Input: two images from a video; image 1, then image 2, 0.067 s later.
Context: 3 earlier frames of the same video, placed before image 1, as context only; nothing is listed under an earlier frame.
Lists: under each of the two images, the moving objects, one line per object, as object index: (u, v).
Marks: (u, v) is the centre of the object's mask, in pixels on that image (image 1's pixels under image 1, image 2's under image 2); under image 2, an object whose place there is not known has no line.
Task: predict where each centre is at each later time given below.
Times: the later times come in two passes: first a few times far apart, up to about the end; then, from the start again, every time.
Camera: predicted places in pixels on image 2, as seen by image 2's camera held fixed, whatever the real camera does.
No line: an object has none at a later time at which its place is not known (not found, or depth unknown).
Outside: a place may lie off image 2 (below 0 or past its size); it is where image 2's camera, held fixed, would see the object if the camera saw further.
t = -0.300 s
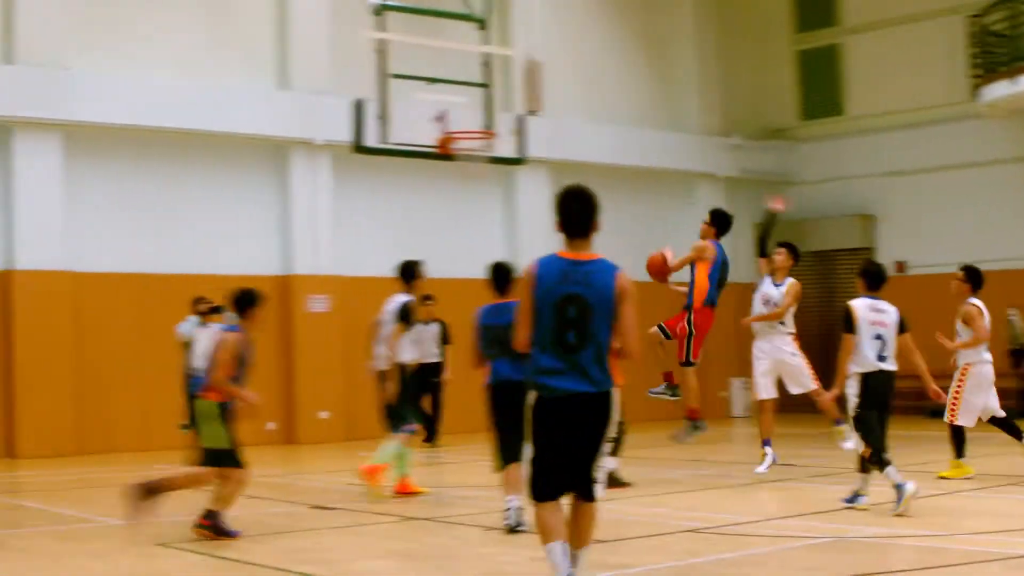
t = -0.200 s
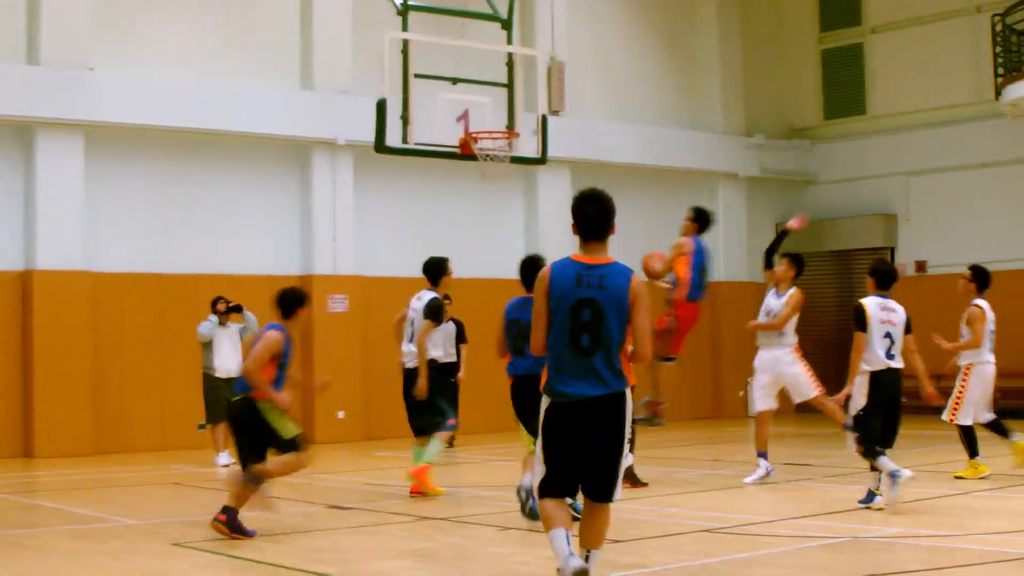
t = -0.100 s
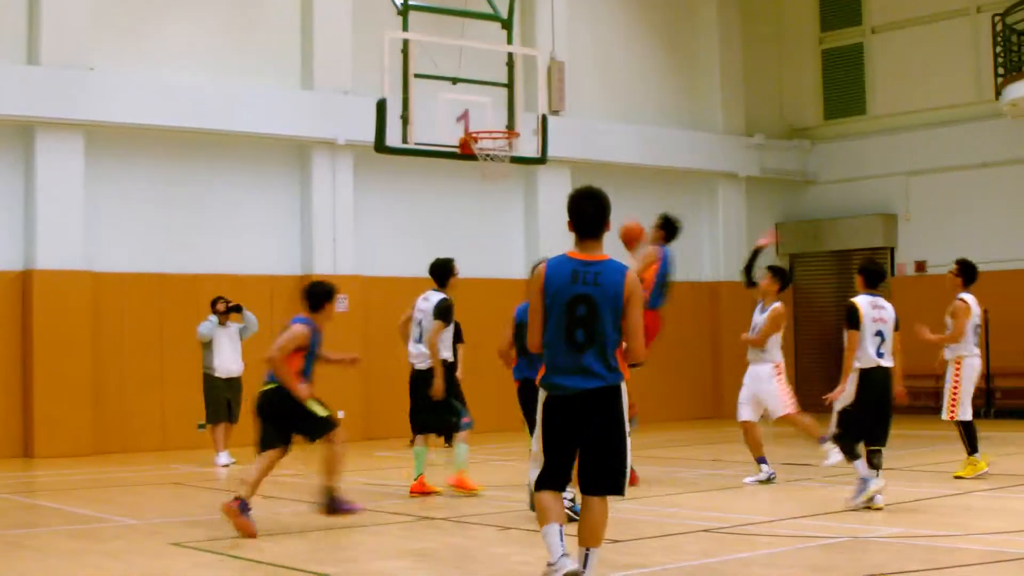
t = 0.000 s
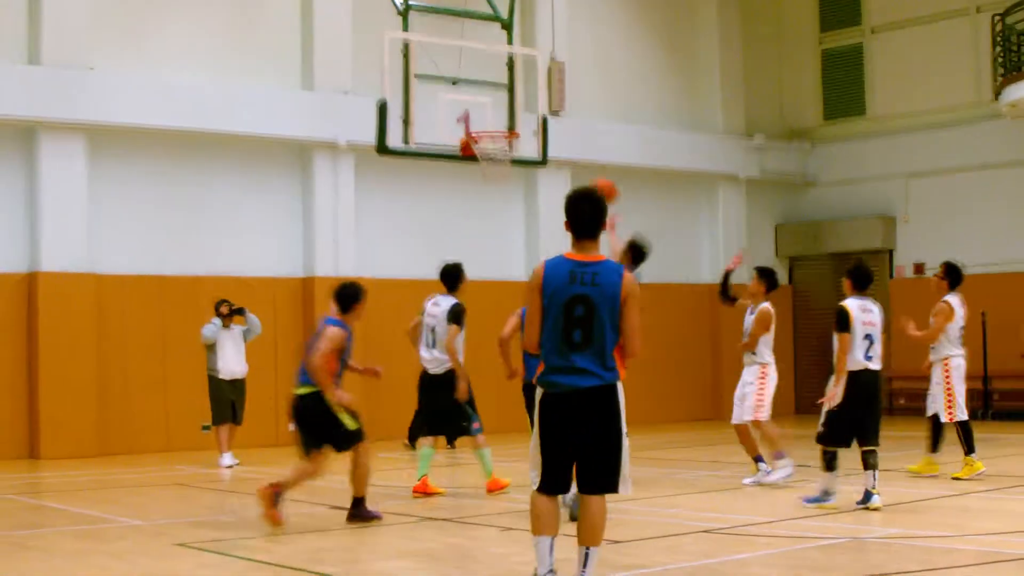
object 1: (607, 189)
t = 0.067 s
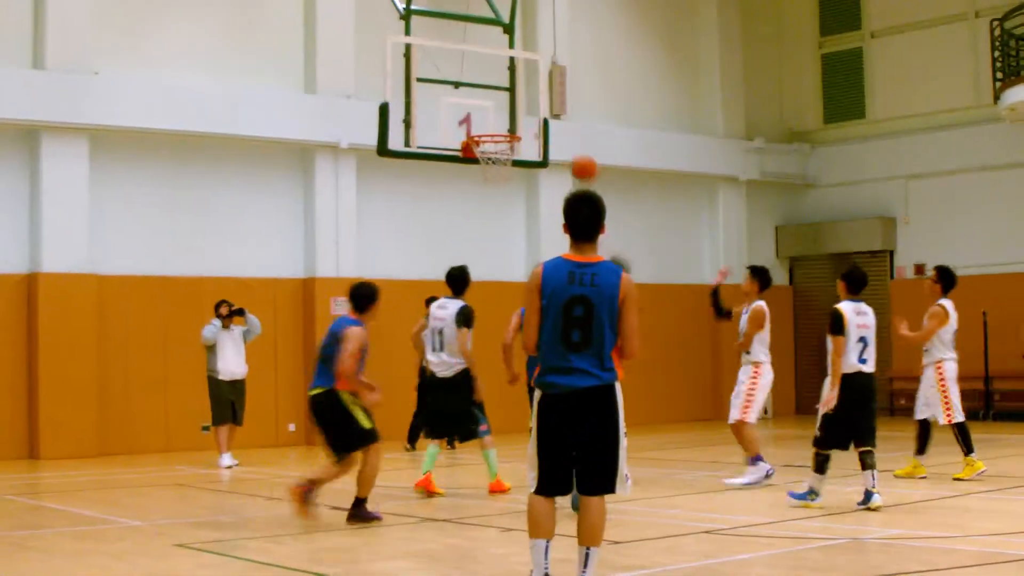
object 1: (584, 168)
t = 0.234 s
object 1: (535, 128)
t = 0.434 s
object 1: (478, 119)
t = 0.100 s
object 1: (574, 158)
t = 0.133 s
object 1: (564, 148)
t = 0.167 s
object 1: (555, 141)
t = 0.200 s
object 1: (543, 133)
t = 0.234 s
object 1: (535, 128)
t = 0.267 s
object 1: (523, 123)
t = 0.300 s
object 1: (514, 120)
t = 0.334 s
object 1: (505, 118)
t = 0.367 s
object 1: (495, 116)
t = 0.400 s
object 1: (485, 116)
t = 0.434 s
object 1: (478, 119)
